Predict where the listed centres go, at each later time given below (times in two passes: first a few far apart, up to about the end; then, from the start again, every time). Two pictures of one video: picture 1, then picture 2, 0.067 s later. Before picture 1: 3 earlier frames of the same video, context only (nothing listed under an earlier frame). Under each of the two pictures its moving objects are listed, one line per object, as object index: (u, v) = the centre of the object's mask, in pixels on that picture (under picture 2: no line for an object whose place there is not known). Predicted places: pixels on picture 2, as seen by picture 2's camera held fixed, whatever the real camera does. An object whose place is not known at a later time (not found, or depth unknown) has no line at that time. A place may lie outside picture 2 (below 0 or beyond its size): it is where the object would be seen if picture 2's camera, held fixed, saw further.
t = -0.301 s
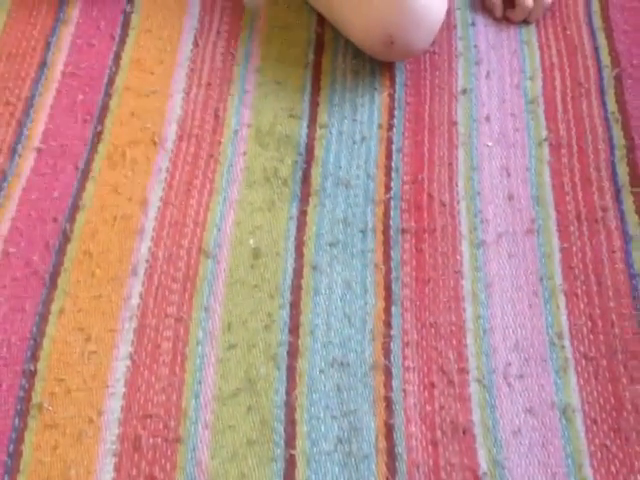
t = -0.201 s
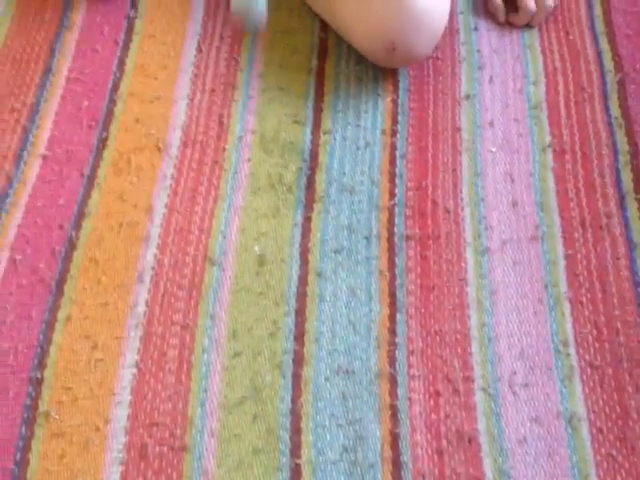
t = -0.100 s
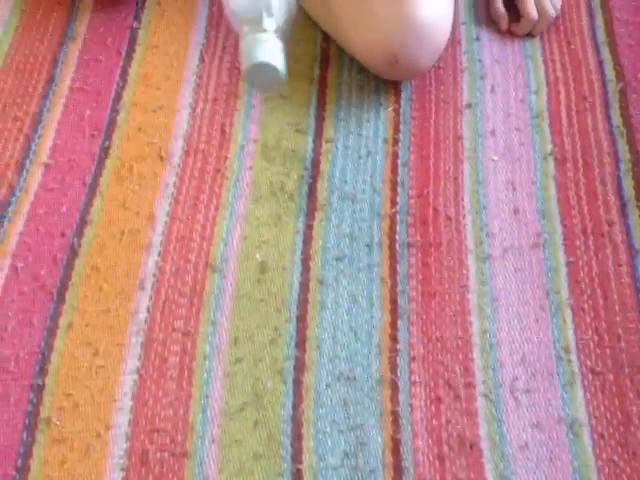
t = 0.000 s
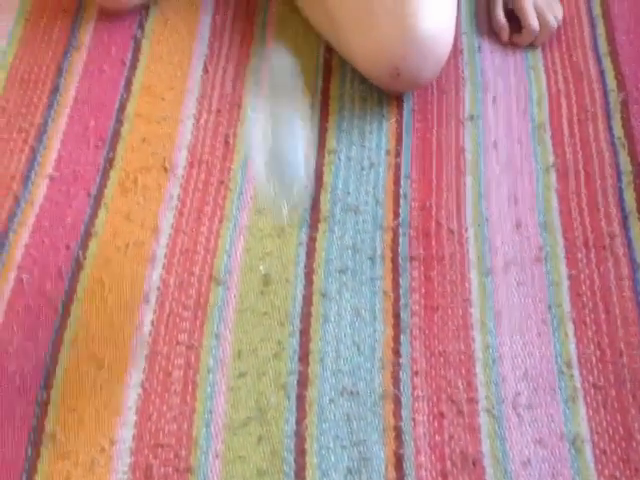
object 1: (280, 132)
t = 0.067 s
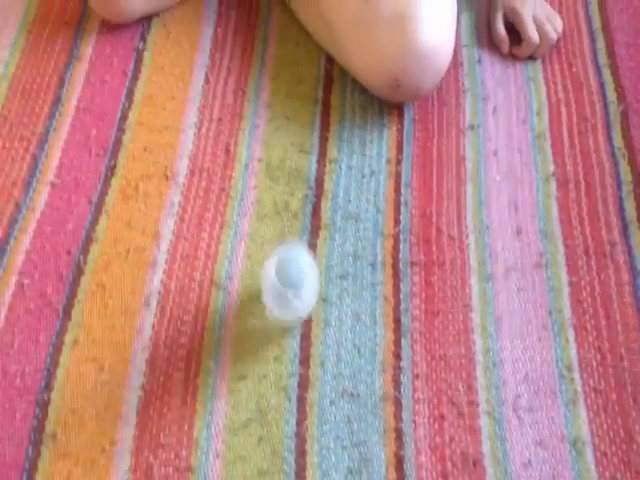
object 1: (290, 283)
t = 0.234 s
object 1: (298, 351)
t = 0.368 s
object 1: (301, 353)
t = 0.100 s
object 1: (290, 291)
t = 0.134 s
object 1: (291, 299)
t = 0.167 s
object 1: (292, 313)
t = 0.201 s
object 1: (295, 335)
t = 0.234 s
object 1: (298, 351)
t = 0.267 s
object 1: (300, 354)
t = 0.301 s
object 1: (302, 353)
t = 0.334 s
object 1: (301, 352)
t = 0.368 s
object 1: (301, 353)
